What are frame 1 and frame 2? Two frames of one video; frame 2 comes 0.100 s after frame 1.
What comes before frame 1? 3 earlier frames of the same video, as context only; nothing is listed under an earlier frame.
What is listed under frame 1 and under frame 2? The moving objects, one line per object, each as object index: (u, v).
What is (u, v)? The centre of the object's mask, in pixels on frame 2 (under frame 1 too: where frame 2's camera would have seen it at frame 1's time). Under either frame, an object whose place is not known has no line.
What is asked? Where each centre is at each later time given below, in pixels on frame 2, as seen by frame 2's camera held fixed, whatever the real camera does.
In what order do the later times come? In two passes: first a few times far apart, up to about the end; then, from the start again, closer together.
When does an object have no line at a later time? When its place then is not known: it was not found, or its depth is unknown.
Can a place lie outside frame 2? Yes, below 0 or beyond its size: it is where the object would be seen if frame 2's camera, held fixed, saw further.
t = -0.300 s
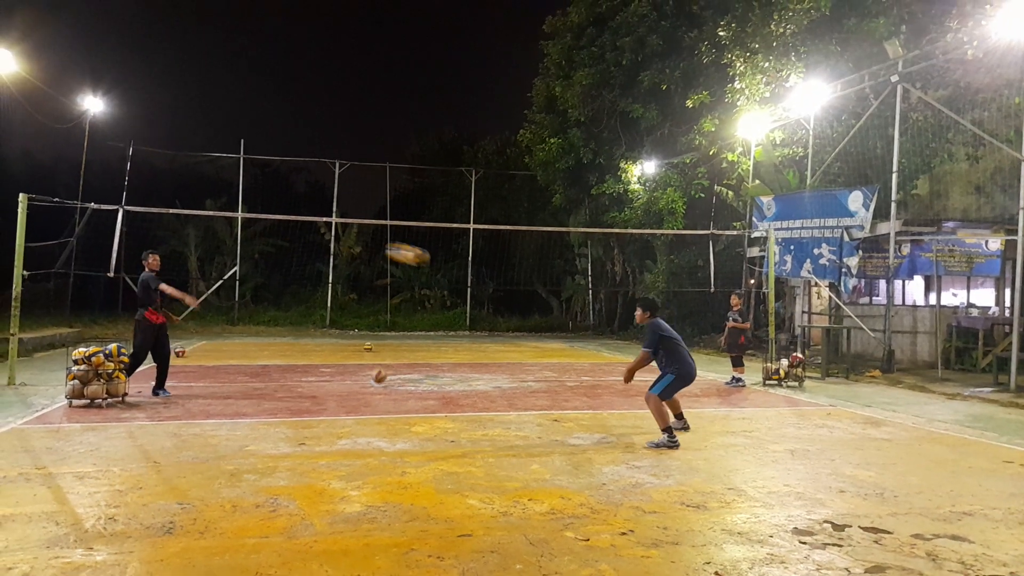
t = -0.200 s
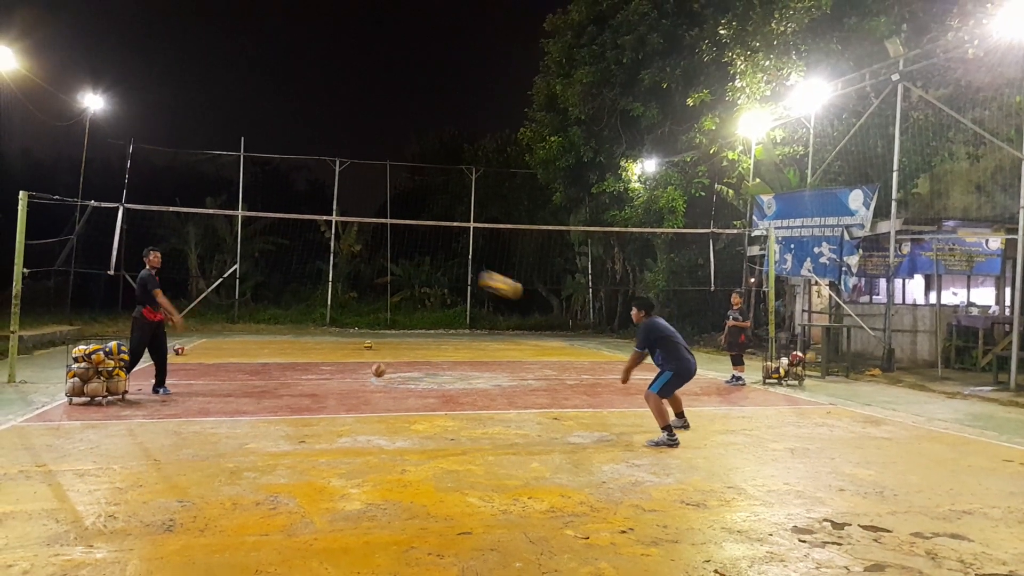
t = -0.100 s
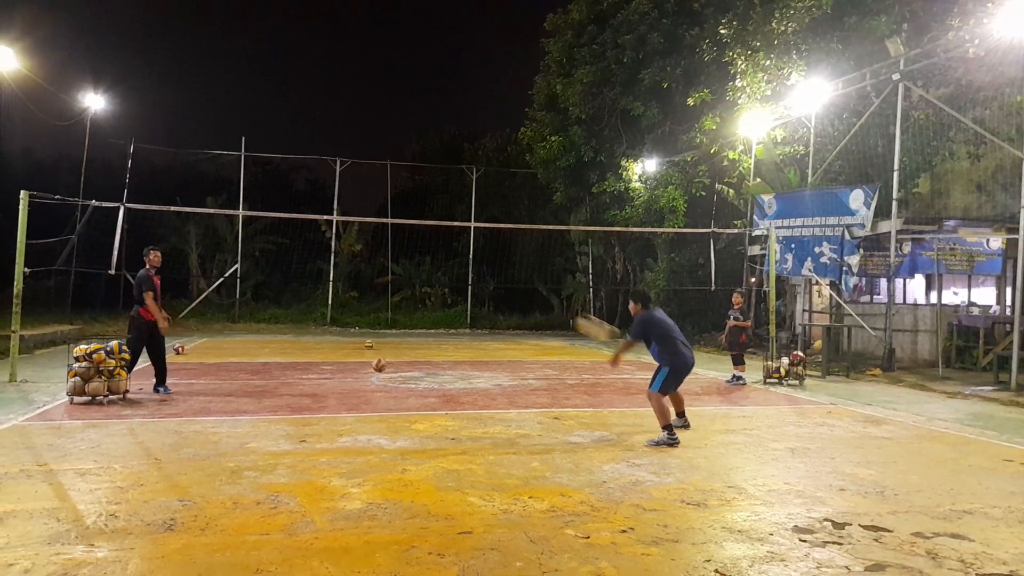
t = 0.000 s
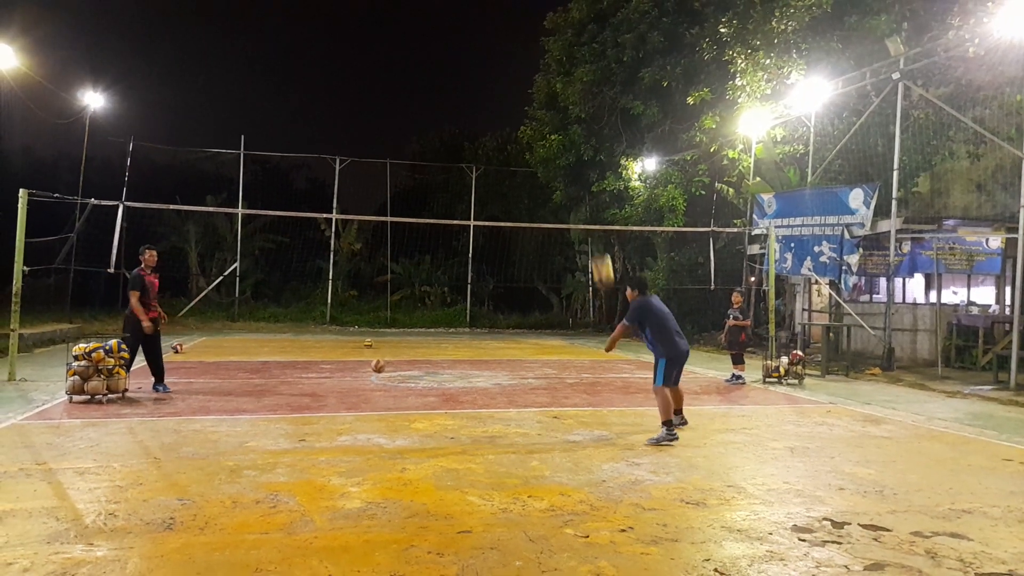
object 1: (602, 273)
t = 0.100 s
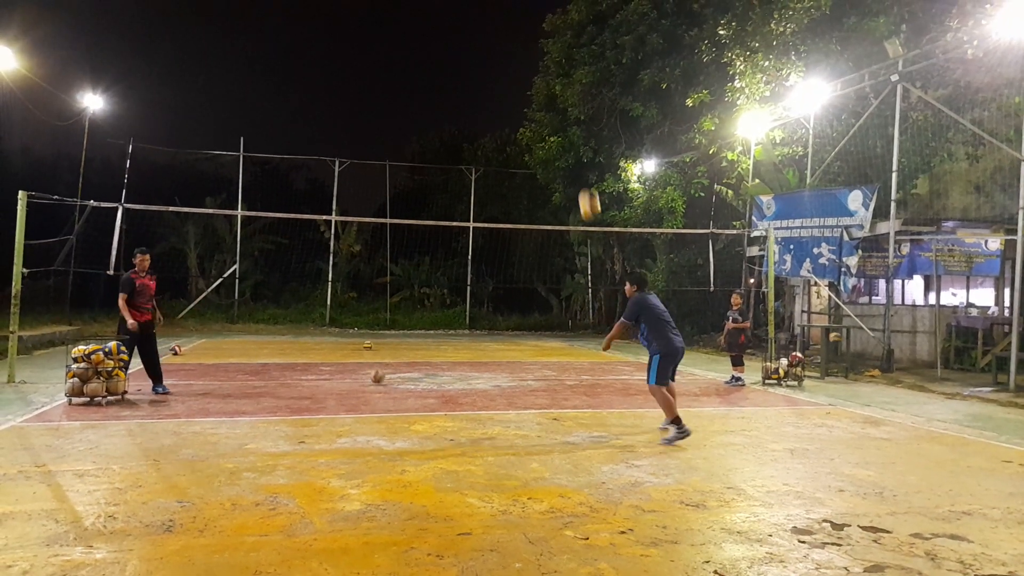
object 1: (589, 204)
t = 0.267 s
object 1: (572, 118)
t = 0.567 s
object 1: (543, 35)
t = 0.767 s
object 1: (526, 24)
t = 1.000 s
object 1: (508, 53)
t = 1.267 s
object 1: (487, 132)
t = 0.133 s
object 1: (586, 184)
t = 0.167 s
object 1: (582, 166)
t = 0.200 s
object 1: (578, 149)
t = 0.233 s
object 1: (575, 132)
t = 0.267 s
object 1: (572, 118)
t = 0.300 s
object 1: (568, 105)
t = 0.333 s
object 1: (565, 92)
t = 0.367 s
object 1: (562, 80)
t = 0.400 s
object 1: (558, 69)
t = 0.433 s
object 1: (555, 61)
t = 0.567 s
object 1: (543, 35)
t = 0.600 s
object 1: (540, 30)
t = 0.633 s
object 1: (537, 27)
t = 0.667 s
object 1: (535, 24)
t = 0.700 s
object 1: (532, 23)
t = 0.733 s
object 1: (529, 23)
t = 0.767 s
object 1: (526, 24)
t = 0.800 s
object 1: (524, 25)
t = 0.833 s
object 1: (521, 28)
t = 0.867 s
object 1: (518, 31)
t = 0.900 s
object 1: (516, 35)
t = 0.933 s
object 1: (513, 41)
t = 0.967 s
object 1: (511, 46)
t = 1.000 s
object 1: (508, 53)
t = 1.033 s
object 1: (505, 60)
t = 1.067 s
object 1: (503, 68)
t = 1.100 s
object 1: (500, 77)
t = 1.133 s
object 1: (498, 87)
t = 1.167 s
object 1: (495, 98)
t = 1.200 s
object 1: (493, 108)
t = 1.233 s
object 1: (490, 120)
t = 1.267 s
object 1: (487, 132)
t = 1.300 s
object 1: (485, 145)
